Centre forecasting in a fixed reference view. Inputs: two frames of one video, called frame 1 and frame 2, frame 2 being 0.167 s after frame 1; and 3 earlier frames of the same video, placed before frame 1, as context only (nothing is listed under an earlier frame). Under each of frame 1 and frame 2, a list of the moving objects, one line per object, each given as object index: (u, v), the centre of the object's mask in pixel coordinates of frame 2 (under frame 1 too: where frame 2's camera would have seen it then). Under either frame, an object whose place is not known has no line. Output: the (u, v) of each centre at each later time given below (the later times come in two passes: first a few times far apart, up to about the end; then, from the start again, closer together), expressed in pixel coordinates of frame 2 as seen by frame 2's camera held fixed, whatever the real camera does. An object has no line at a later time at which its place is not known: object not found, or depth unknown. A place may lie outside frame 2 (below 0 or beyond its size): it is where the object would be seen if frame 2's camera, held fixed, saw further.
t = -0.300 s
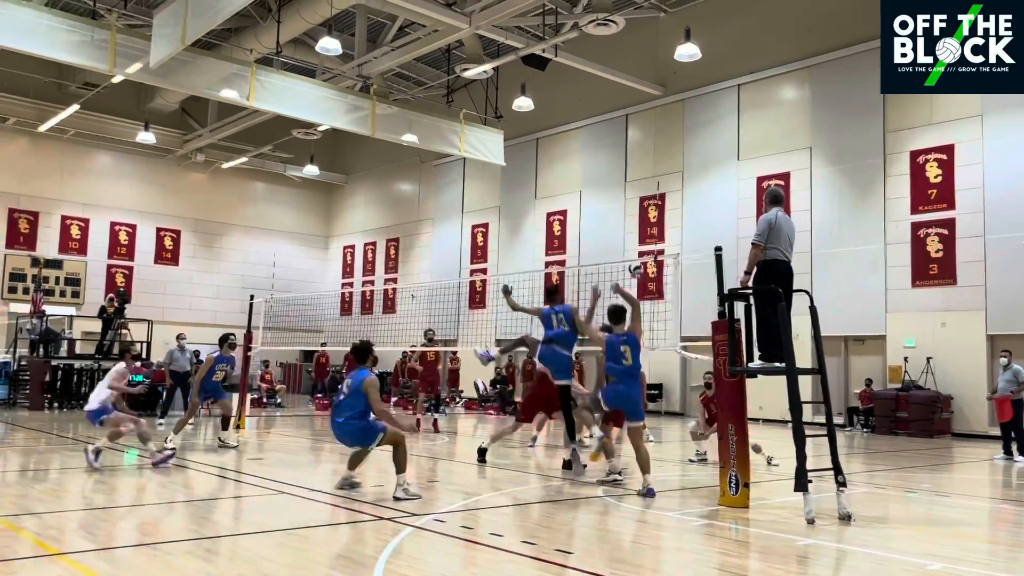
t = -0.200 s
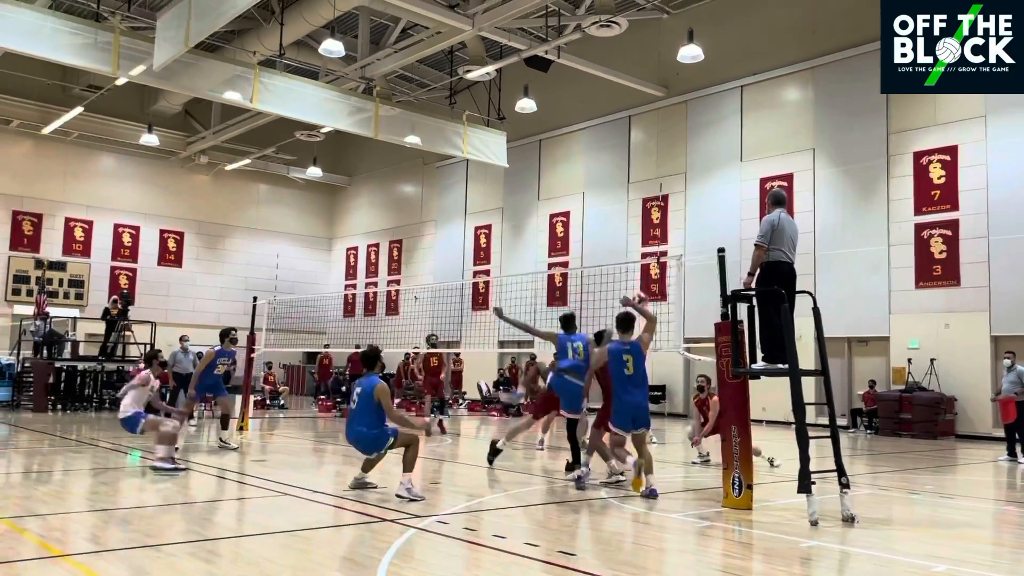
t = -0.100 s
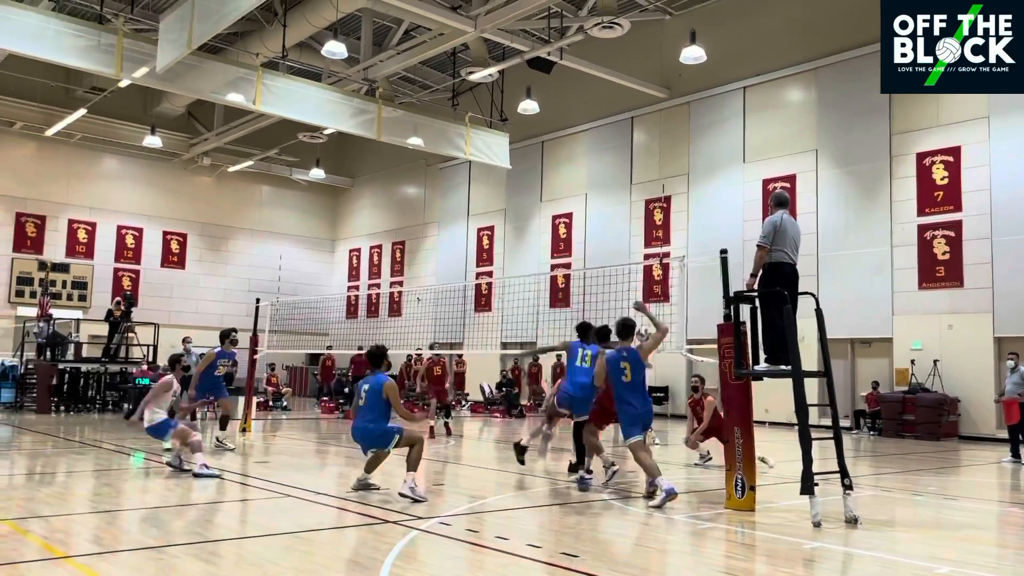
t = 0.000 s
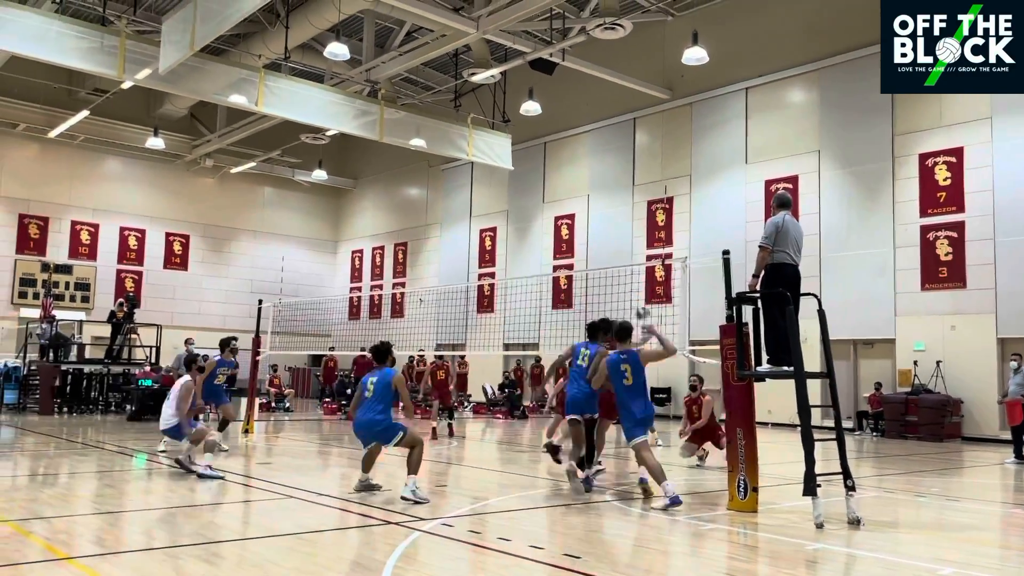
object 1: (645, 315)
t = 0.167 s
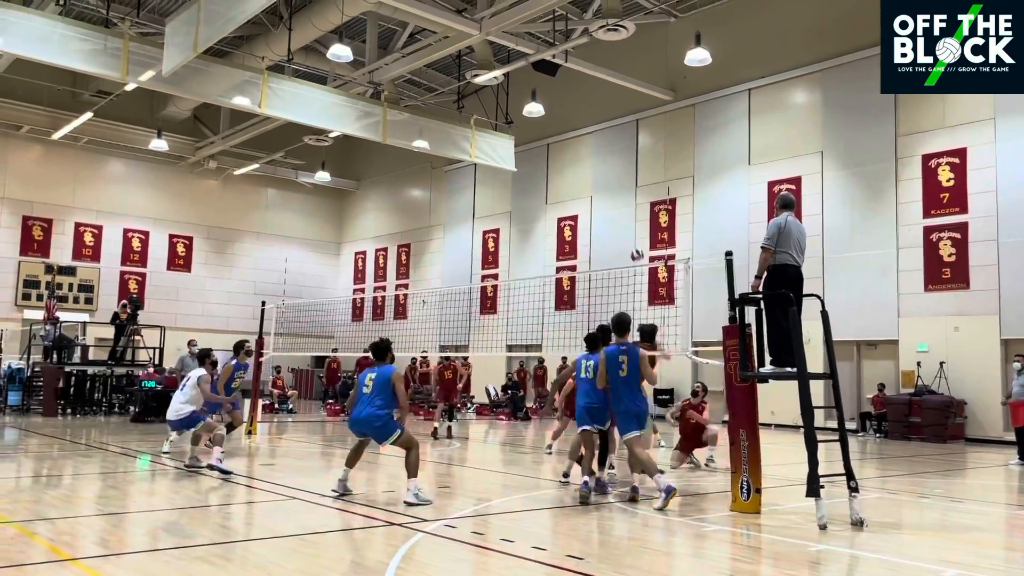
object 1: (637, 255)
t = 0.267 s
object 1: (632, 233)
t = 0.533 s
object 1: (620, 210)
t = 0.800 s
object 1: (609, 229)
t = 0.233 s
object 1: (633, 239)
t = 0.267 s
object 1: (632, 233)
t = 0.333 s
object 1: (628, 222)
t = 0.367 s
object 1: (627, 219)
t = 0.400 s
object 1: (625, 216)
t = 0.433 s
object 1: (624, 213)
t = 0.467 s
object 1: (622, 211)
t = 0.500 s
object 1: (621, 211)
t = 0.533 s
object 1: (620, 210)
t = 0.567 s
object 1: (618, 211)
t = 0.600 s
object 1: (617, 211)
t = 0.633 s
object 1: (616, 213)
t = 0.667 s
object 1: (614, 215)
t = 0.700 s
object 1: (613, 218)
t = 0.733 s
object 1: (612, 221)
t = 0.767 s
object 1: (610, 225)
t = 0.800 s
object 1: (609, 229)
